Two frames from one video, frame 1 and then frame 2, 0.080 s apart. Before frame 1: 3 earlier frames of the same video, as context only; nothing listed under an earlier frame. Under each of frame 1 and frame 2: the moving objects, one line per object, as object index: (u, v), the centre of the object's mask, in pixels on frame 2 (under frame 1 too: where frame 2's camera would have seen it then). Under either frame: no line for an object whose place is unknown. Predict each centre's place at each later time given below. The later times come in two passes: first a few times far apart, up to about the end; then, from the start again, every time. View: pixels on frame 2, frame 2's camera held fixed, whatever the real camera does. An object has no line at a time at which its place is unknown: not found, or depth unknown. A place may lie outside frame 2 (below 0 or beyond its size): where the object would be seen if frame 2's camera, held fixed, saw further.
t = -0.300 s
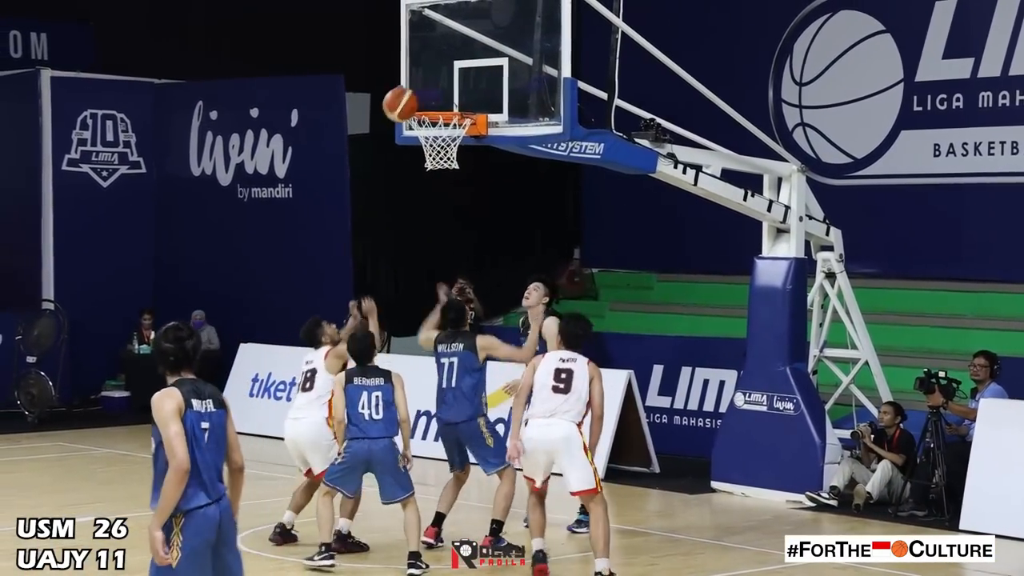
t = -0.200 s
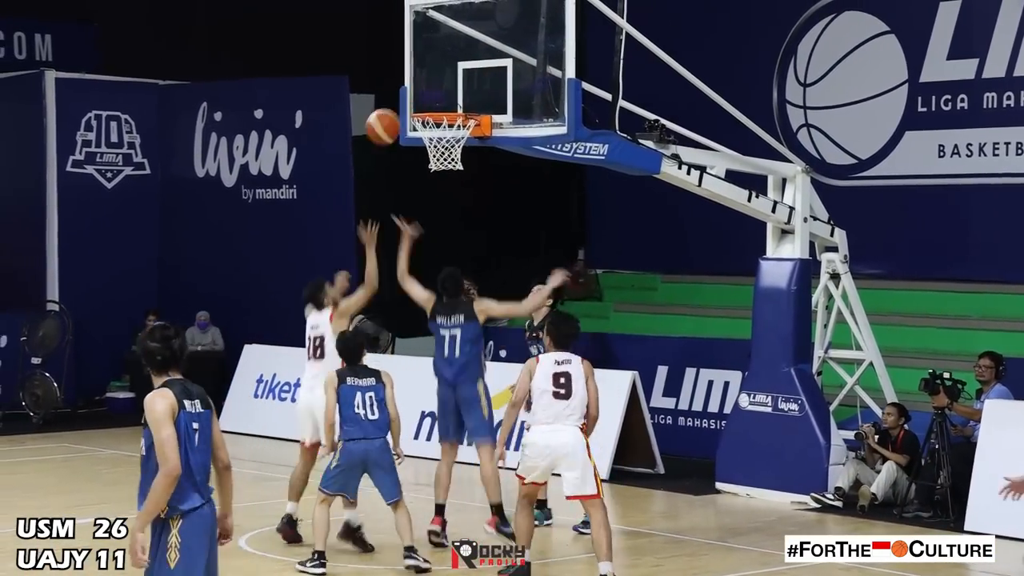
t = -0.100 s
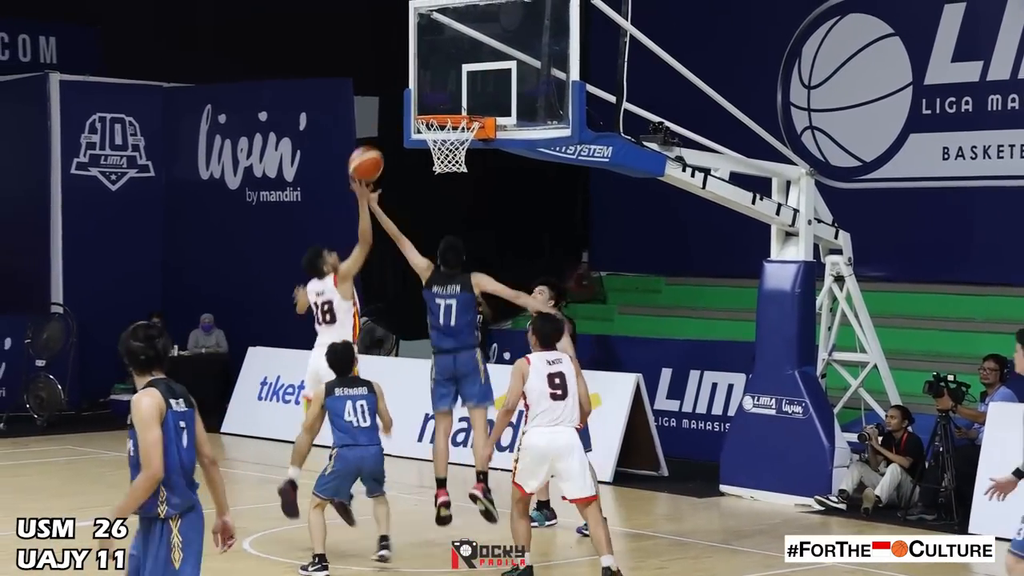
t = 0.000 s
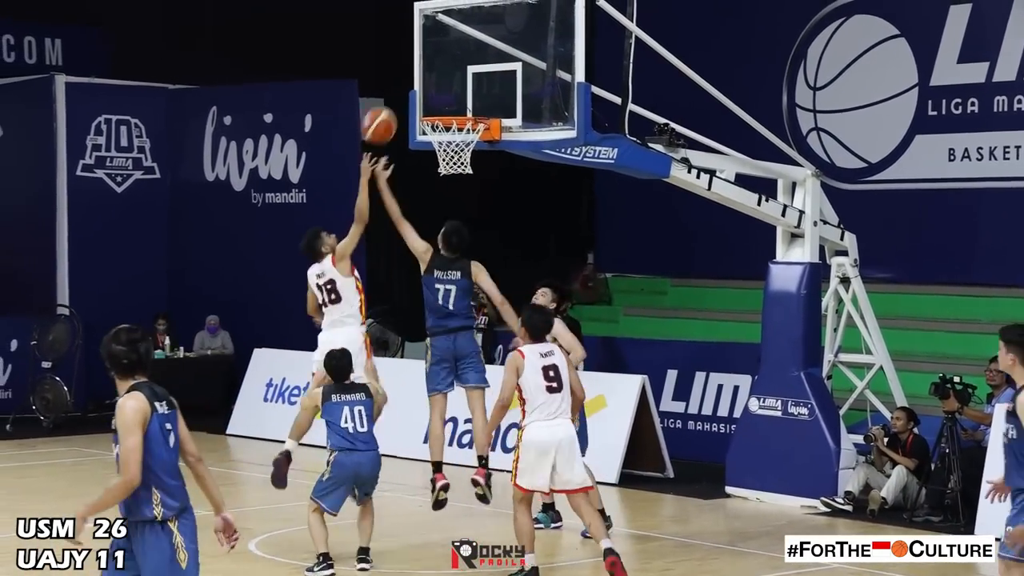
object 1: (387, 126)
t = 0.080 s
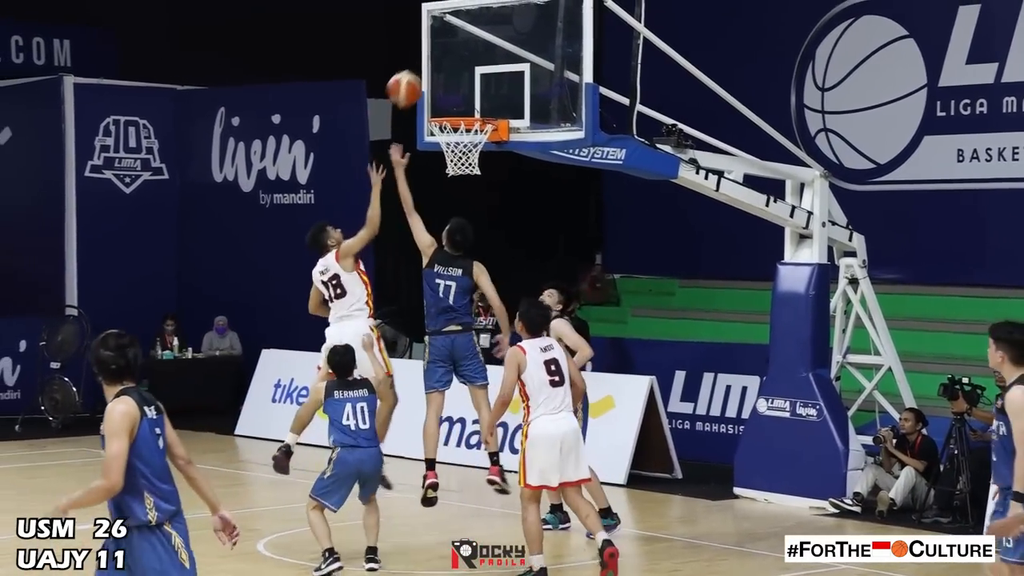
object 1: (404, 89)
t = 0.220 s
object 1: (435, 45)
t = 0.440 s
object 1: (482, 32)
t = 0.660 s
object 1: (468, 79)
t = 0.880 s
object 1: (465, 129)
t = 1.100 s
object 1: (461, 176)
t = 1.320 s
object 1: (444, 222)
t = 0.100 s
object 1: (408, 82)
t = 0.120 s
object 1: (412, 74)
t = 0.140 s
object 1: (417, 67)
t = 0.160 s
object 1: (422, 60)
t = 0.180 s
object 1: (426, 55)
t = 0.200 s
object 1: (430, 50)
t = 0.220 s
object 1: (435, 45)
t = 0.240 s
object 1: (440, 41)
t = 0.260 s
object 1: (444, 38)
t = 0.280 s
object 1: (447, 35)
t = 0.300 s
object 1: (451, 32)
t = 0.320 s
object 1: (456, 31)
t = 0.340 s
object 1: (460, 29)
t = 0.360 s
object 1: (465, 29)
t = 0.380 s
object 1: (469, 28)
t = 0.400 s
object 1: (473, 29)
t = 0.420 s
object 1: (478, 30)
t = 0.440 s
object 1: (482, 32)
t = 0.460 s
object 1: (486, 33)
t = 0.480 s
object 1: (490, 36)
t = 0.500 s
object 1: (493, 39)
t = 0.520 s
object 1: (491, 41)
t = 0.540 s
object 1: (487, 46)
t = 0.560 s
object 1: (484, 50)
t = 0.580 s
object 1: (481, 54)
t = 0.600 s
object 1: (478, 60)
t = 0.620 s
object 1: (475, 65)
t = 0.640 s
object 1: (471, 72)
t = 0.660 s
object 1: (468, 79)
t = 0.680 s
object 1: (464, 86)
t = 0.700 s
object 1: (461, 94)
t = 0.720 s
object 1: (458, 102)
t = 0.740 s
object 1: (455, 107)
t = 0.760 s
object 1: (455, 110)
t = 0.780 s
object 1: (457, 110)
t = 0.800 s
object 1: (459, 111)
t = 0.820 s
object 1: (462, 112)
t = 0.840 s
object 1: (463, 124)
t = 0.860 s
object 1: (465, 127)
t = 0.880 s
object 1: (465, 129)
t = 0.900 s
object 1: (465, 134)
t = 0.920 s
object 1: (466, 138)
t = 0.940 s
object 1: (469, 143)
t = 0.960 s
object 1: (470, 150)
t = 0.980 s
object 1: (469, 155)
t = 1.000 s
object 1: (468, 158)
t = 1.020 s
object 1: (468, 163)
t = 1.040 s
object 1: (466, 165)
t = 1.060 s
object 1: (465, 166)
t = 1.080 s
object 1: (463, 168)
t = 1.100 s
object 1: (461, 176)
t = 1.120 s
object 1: (460, 175)
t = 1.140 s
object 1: (458, 176)
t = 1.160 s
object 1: (457, 178)
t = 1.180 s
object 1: (456, 181)
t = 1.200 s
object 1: (454, 186)
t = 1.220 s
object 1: (453, 190)
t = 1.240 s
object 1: (451, 195)
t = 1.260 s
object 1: (449, 201)
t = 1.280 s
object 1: (447, 208)
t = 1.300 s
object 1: (446, 214)
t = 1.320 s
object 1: (444, 222)
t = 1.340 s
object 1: (443, 230)
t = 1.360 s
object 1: (440, 239)
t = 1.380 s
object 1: (439, 248)
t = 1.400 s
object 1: (437, 257)
